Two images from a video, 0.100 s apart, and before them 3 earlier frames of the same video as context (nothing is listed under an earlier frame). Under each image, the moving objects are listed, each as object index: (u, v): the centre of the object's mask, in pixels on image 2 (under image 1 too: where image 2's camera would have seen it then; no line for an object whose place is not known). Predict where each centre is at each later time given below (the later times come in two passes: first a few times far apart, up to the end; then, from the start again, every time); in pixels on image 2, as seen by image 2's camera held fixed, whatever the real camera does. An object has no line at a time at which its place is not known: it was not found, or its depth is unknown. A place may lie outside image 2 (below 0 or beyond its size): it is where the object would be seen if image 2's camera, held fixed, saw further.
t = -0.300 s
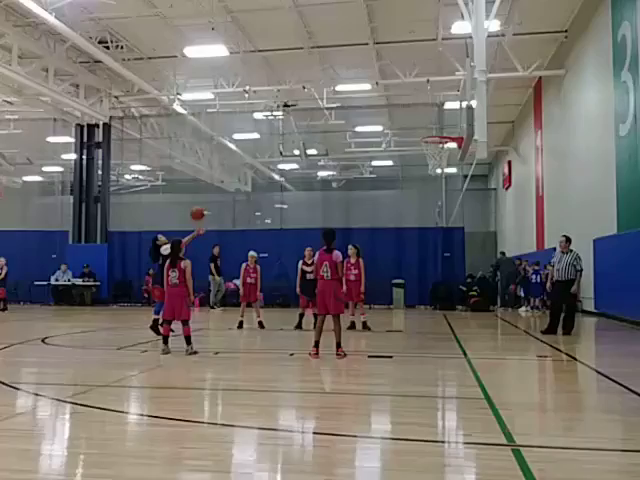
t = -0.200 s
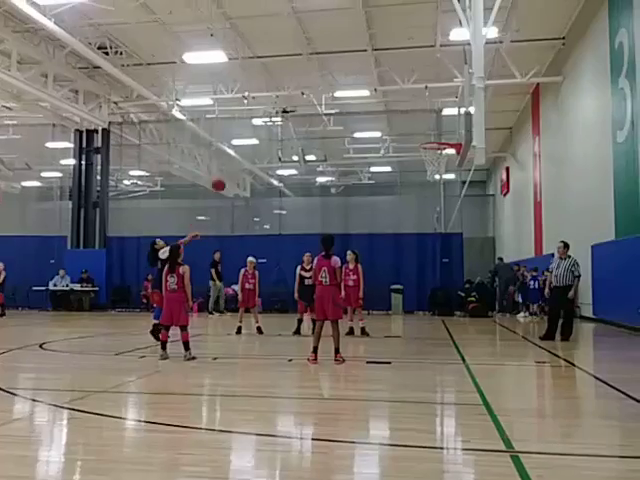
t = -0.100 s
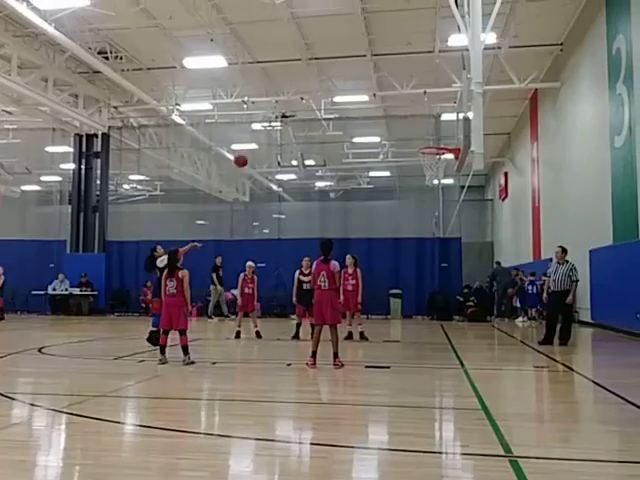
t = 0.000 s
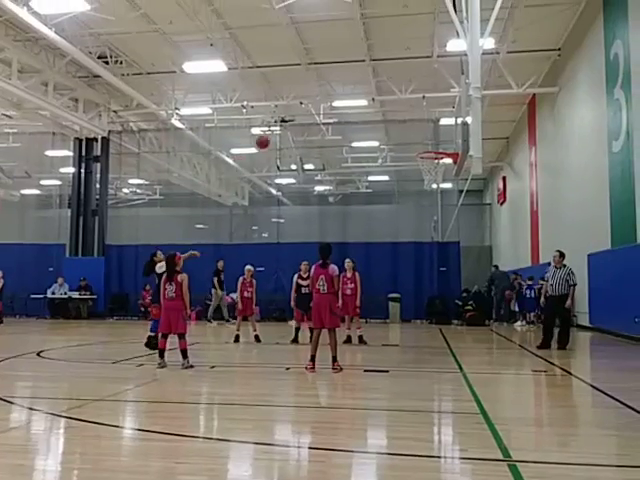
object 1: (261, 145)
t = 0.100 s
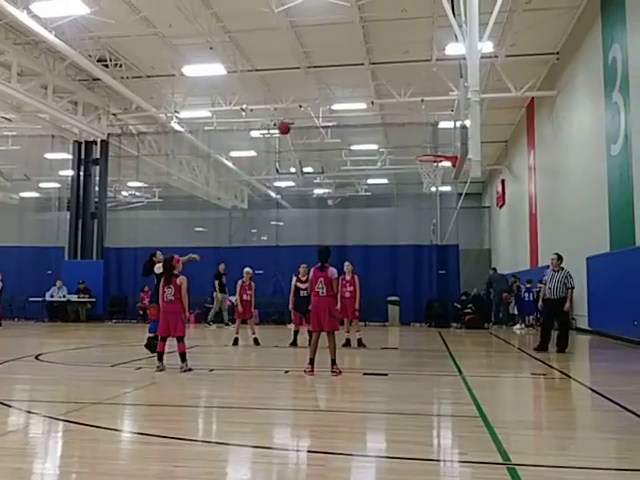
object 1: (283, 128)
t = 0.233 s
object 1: (313, 114)
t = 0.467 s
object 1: (366, 114)
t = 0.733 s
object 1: (426, 151)
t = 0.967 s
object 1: (430, 154)
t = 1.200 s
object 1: (421, 151)
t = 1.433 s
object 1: (432, 159)
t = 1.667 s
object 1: (444, 185)
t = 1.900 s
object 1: (450, 238)
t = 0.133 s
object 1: (291, 123)
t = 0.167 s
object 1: (298, 119)
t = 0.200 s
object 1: (305, 116)
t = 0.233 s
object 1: (313, 114)
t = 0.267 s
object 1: (320, 112)
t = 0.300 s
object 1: (328, 111)
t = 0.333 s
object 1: (335, 111)
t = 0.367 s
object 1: (343, 111)
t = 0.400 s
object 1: (351, 111)
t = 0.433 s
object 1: (358, 113)
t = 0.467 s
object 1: (366, 114)
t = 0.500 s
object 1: (373, 118)
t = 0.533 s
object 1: (381, 121)
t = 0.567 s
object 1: (389, 126)
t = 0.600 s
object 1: (397, 131)
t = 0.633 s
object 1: (405, 136)
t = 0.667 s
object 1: (413, 143)
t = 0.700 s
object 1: (420, 150)
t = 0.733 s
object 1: (426, 151)
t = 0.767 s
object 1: (431, 152)
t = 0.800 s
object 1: (436, 155)
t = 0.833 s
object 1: (437, 155)
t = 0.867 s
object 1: (437, 155)
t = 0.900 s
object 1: (436, 156)
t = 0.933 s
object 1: (434, 155)
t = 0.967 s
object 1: (430, 154)
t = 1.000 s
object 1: (427, 154)
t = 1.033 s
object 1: (424, 153)
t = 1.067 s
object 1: (422, 152)
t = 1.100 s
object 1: (422, 152)
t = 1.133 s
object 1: (421, 151)
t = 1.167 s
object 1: (421, 151)
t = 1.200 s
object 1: (421, 151)
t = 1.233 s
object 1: (421, 151)
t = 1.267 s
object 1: (422, 151)
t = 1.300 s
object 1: (424, 152)
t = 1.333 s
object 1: (425, 152)
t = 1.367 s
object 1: (427, 153)
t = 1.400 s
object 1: (430, 155)
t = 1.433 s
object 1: (432, 159)
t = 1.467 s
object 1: (434, 162)
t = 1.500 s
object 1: (437, 165)
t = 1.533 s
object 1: (439, 167)
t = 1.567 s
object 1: (441, 172)
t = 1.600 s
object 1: (442, 176)
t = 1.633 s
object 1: (444, 179)
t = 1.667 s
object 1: (444, 185)
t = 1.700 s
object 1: (445, 190)
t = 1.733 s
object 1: (445, 197)
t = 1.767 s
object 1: (446, 203)
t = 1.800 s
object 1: (448, 211)
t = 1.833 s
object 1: (449, 219)
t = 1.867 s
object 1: (449, 229)
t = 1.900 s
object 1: (450, 238)
